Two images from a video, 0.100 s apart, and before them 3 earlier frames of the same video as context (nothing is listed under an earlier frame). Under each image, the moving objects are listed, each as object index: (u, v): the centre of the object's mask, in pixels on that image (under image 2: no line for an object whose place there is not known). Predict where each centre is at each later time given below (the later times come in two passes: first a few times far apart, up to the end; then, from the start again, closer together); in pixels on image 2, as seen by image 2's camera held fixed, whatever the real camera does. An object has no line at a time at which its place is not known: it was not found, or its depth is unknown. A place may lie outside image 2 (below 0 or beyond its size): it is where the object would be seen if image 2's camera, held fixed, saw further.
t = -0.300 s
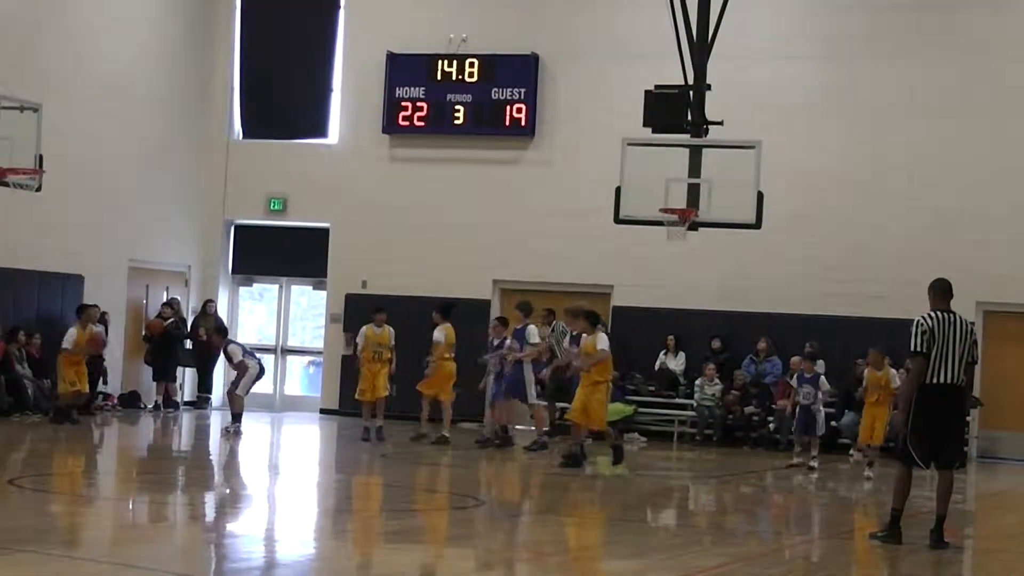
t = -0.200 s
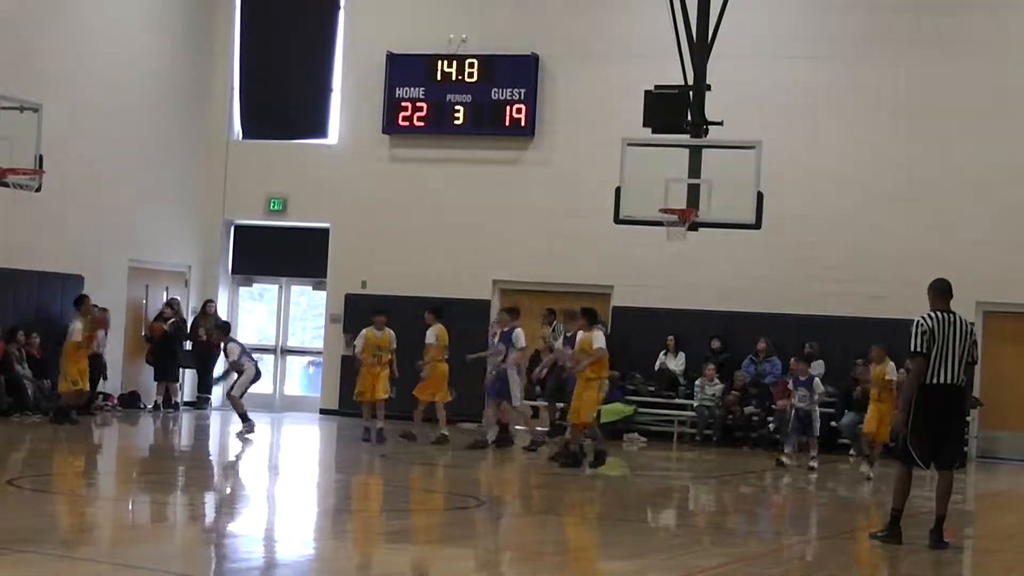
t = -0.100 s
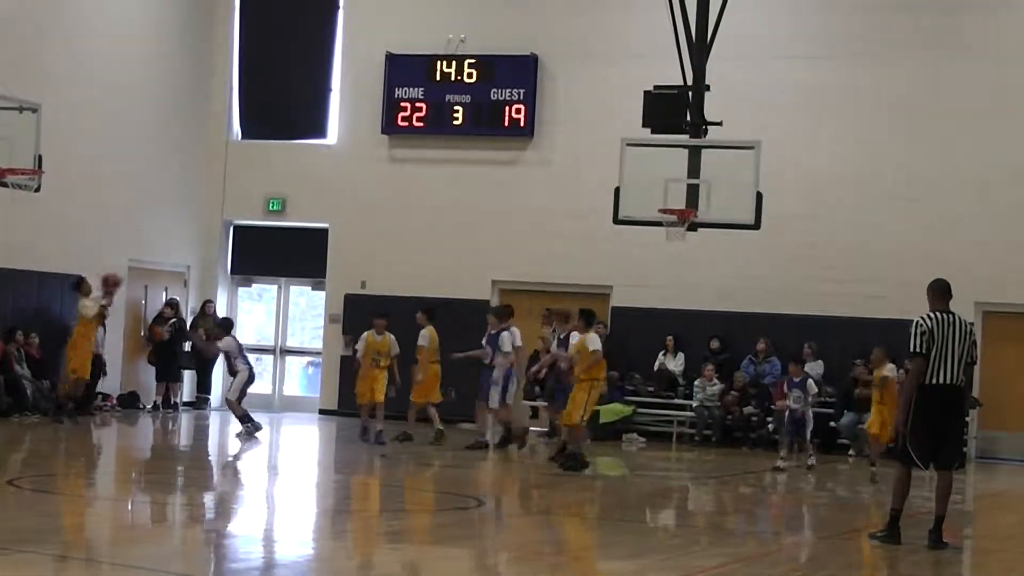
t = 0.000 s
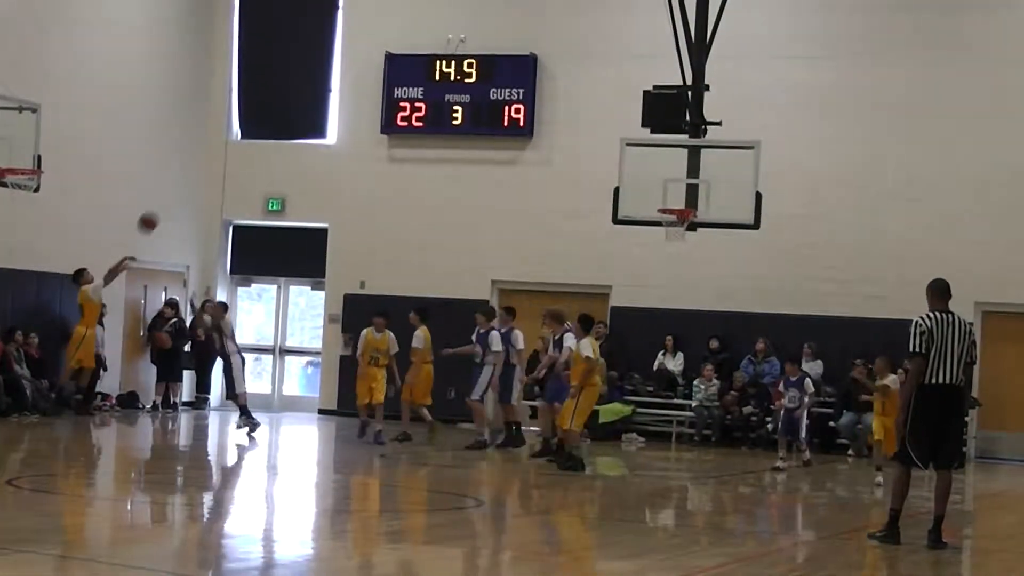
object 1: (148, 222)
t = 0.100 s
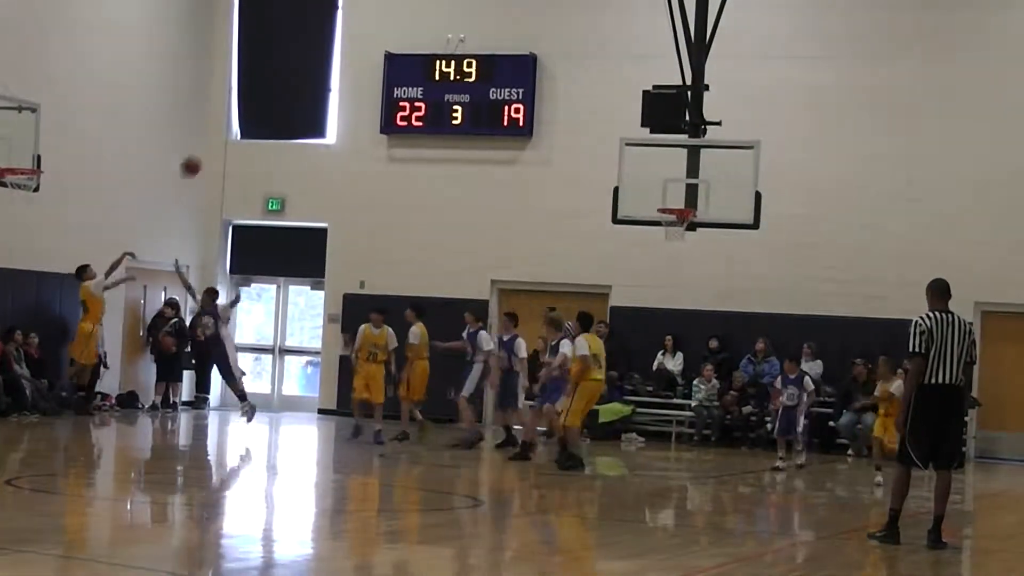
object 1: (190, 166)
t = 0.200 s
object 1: (231, 120)
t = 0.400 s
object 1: (316, 48)
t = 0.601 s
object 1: (394, 12)
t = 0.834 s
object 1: (479, 9)
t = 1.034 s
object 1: (550, 40)
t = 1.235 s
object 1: (618, 101)
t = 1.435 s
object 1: (681, 194)
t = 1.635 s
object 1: (633, 165)
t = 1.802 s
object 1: (579, 149)
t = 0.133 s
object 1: (205, 150)
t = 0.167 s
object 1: (219, 134)
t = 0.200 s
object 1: (231, 120)
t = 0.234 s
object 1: (247, 104)
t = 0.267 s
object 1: (259, 92)
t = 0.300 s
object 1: (275, 77)
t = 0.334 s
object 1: (287, 68)
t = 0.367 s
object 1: (299, 57)
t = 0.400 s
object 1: (316, 48)
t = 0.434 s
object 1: (326, 40)
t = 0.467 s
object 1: (342, 34)
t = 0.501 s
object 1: (354, 27)
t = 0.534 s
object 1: (368, 21)
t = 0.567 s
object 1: (381, 17)
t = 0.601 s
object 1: (394, 12)
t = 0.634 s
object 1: (406, 9)
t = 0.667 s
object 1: (419, 8)
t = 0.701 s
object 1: (431, 7)
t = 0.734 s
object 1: (443, 6)
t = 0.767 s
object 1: (455, 7)
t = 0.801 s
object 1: (467, 8)
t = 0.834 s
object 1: (479, 9)
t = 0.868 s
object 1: (491, 12)
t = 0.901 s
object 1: (503, 16)
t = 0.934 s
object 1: (515, 20)
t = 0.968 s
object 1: (527, 26)
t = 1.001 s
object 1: (538, 33)
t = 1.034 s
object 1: (550, 40)
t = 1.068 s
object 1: (561, 48)
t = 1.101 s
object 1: (573, 57)
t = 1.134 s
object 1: (584, 67)
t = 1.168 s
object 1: (595, 77)
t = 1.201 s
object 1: (606, 88)
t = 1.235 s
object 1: (618, 101)
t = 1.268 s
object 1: (628, 113)
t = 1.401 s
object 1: (672, 175)
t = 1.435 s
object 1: (681, 194)
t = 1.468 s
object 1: (685, 202)
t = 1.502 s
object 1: (678, 195)
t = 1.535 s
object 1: (665, 185)
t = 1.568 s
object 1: (655, 177)
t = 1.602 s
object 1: (644, 171)
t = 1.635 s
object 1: (633, 165)
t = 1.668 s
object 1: (622, 160)
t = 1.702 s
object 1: (611, 156)
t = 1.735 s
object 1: (600, 153)
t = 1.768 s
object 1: (589, 150)
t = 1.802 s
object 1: (579, 149)
